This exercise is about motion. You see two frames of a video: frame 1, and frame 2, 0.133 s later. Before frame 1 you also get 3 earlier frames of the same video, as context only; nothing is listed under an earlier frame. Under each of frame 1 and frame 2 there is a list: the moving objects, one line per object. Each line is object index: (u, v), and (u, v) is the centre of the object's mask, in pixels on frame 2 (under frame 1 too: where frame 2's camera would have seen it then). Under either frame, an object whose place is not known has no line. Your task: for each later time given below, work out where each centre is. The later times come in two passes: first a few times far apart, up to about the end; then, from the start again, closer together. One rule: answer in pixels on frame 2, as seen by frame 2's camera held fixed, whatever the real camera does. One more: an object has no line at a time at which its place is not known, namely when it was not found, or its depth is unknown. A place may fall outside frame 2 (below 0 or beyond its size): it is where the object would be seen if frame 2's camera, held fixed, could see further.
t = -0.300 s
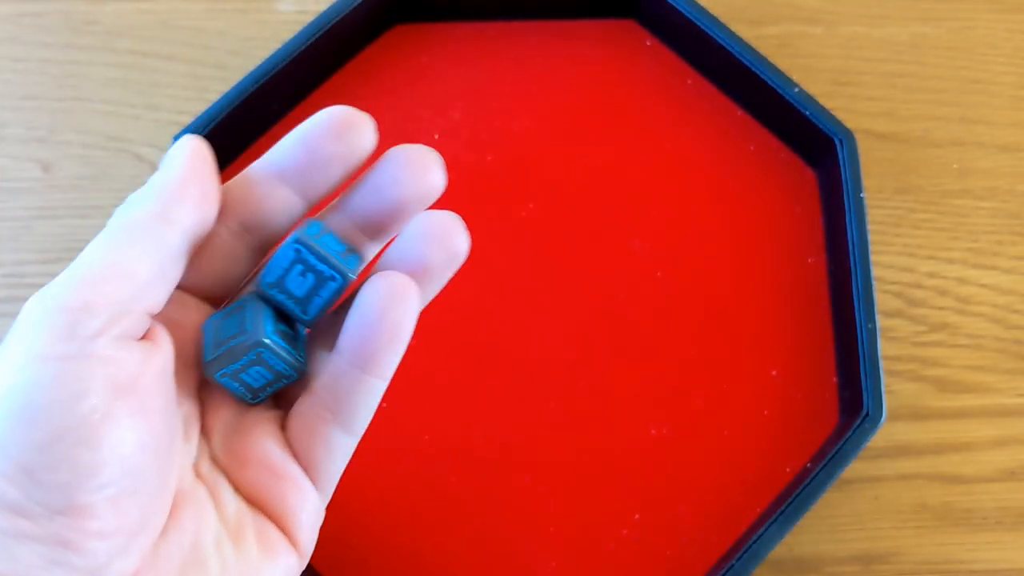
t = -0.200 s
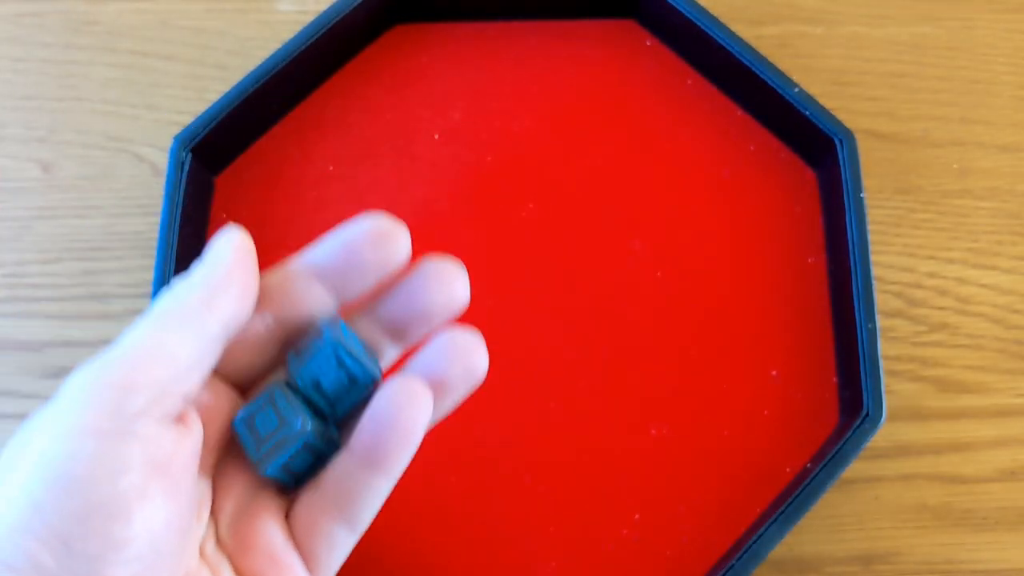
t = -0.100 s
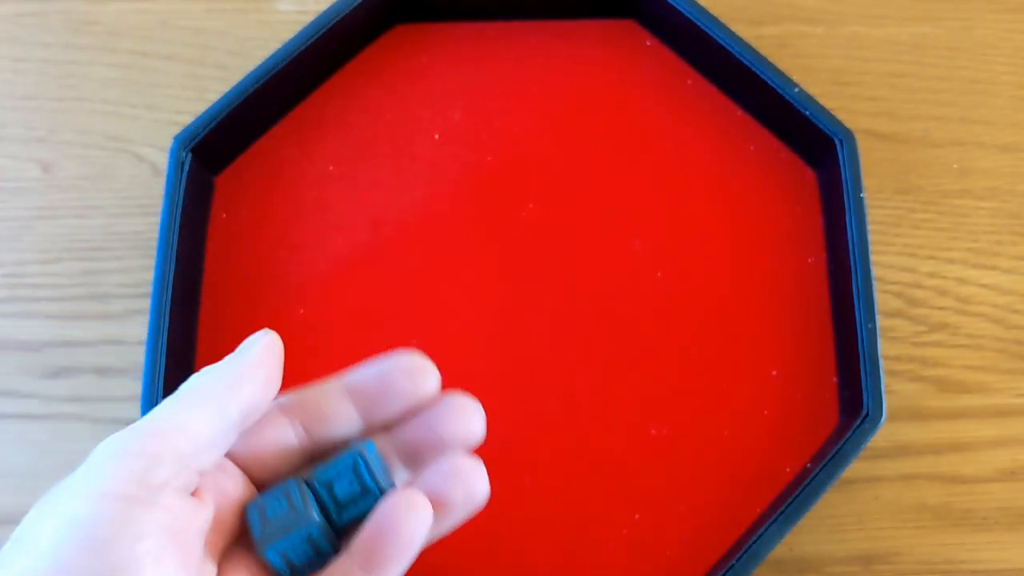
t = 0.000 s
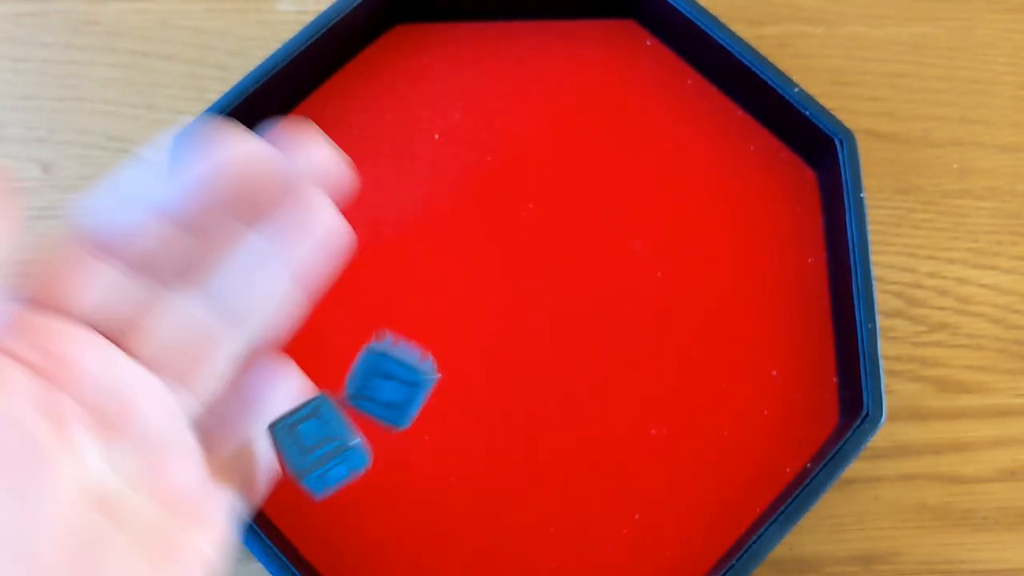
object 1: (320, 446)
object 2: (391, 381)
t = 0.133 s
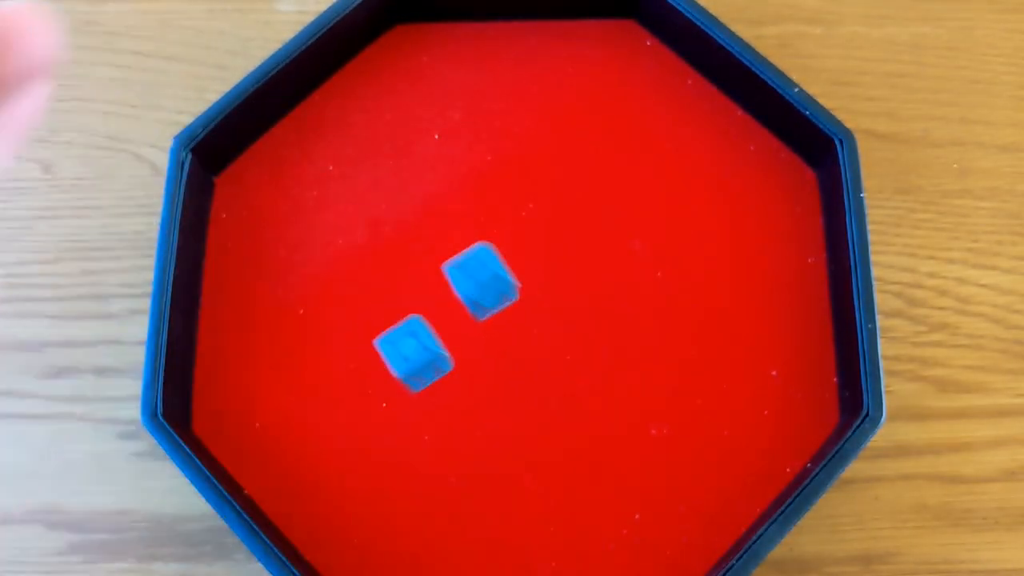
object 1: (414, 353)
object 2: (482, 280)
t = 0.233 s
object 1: (442, 276)
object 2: (523, 258)
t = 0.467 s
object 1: (416, 183)
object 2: (545, 228)
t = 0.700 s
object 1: (415, 186)
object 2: (545, 228)
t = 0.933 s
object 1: (415, 186)
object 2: (545, 228)
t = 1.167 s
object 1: (415, 186)
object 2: (545, 228)
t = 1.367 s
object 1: (415, 186)
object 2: (545, 228)
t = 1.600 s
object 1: (415, 186)
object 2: (545, 228)
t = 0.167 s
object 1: (438, 348)
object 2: (503, 283)
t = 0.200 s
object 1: (441, 310)
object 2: (513, 267)
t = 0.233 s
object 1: (442, 276)
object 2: (523, 258)
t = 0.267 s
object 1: (441, 246)
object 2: (534, 255)
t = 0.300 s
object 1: (435, 223)
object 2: (543, 242)
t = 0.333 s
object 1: (427, 204)
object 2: (547, 232)
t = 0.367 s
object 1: (423, 187)
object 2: (544, 227)
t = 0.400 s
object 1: (422, 178)
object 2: (543, 226)
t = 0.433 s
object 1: (420, 177)
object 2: (544, 227)
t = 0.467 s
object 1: (416, 183)
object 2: (545, 228)
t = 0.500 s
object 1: (415, 186)
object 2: (545, 228)
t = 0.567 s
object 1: (415, 186)
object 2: (545, 228)
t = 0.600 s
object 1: (415, 186)
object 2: (545, 228)
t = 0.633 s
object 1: (415, 186)
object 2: (545, 228)
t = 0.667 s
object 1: (415, 186)
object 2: (545, 228)
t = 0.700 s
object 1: (415, 186)
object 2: (545, 228)
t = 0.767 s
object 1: (415, 186)
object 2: (544, 228)
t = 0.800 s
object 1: (415, 186)
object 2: (545, 228)
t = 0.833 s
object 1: (415, 186)
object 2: (545, 228)
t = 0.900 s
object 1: (415, 186)
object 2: (545, 228)
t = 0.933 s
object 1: (415, 186)
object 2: (545, 228)
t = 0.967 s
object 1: (415, 186)
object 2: (545, 228)
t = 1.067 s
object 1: (415, 186)
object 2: (545, 228)
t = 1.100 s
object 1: (415, 186)
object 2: (545, 228)
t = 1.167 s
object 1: (415, 186)
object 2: (545, 228)
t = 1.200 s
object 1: (415, 186)
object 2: (545, 228)
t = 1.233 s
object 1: (415, 186)
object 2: (545, 228)
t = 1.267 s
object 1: (415, 186)
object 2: (545, 228)
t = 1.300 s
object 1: (415, 186)
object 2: (545, 228)
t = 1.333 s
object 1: (415, 186)
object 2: (545, 228)
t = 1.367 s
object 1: (415, 186)
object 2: (545, 228)
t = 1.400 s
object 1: (415, 186)
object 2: (545, 228)
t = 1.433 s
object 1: (415, 186)
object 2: (545, 228)
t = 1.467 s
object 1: (415, 186)
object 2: (545, 228)
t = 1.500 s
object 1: (415, 186)
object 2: (545, 228)
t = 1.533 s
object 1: (415, 186)
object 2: (545, 228)
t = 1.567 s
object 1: (415, 186)
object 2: (545, 228)
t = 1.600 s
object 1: (415, 186)
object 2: (545, 228)
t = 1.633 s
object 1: (415, 186)
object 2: (545, 228)
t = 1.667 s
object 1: (415, 186)
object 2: (545, 228)
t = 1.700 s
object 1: (415, 186)
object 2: (545, 228)
